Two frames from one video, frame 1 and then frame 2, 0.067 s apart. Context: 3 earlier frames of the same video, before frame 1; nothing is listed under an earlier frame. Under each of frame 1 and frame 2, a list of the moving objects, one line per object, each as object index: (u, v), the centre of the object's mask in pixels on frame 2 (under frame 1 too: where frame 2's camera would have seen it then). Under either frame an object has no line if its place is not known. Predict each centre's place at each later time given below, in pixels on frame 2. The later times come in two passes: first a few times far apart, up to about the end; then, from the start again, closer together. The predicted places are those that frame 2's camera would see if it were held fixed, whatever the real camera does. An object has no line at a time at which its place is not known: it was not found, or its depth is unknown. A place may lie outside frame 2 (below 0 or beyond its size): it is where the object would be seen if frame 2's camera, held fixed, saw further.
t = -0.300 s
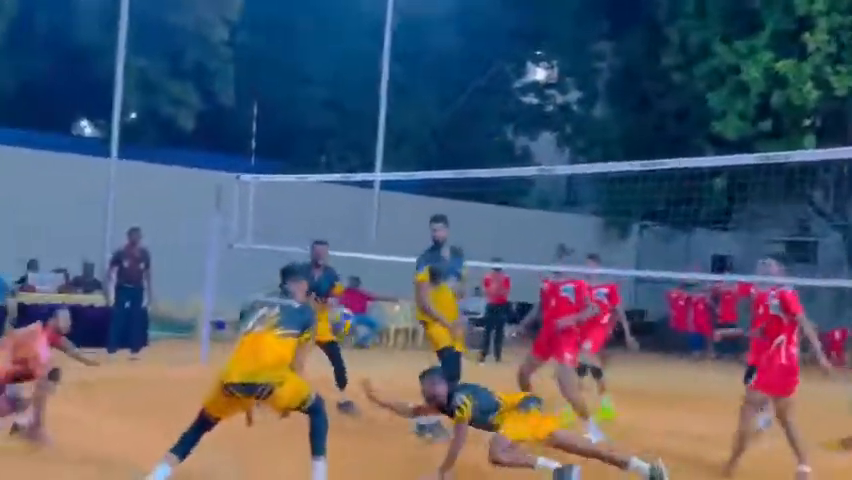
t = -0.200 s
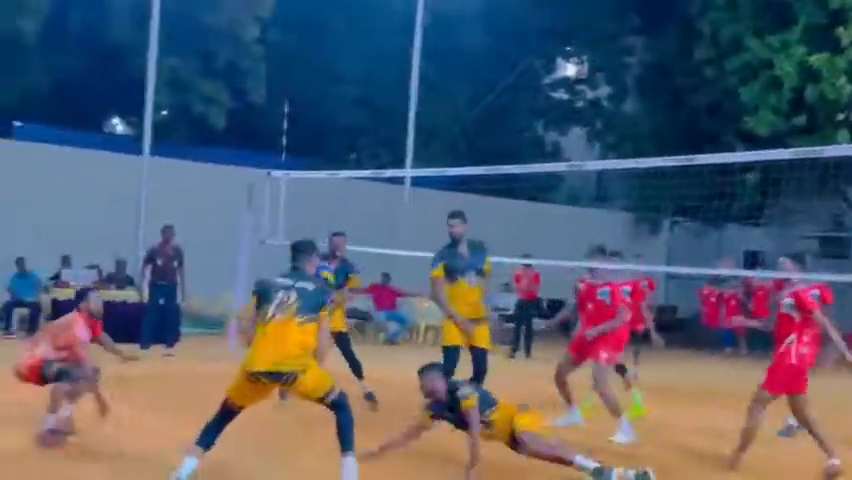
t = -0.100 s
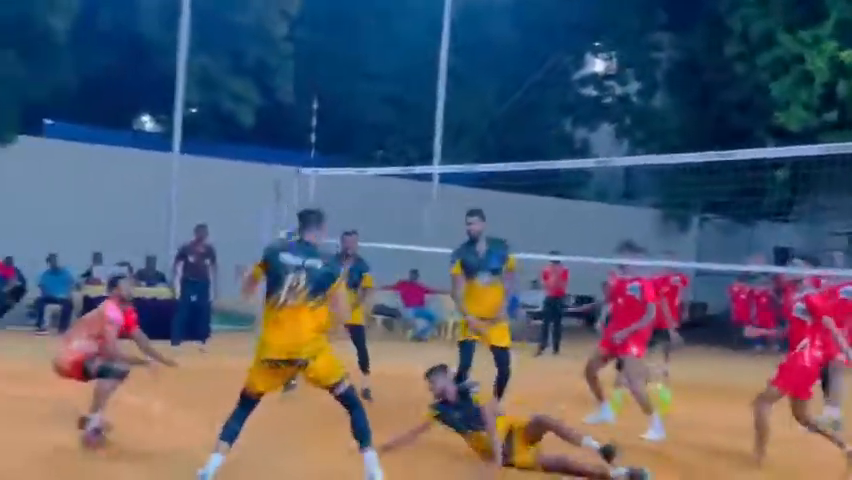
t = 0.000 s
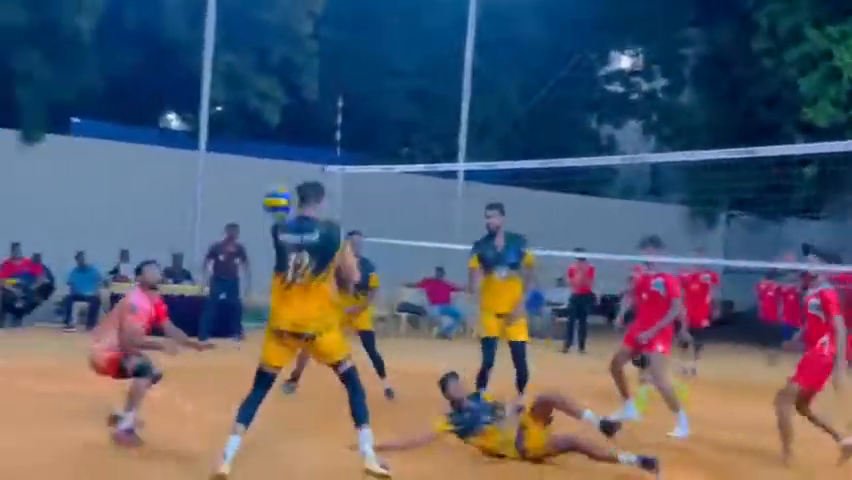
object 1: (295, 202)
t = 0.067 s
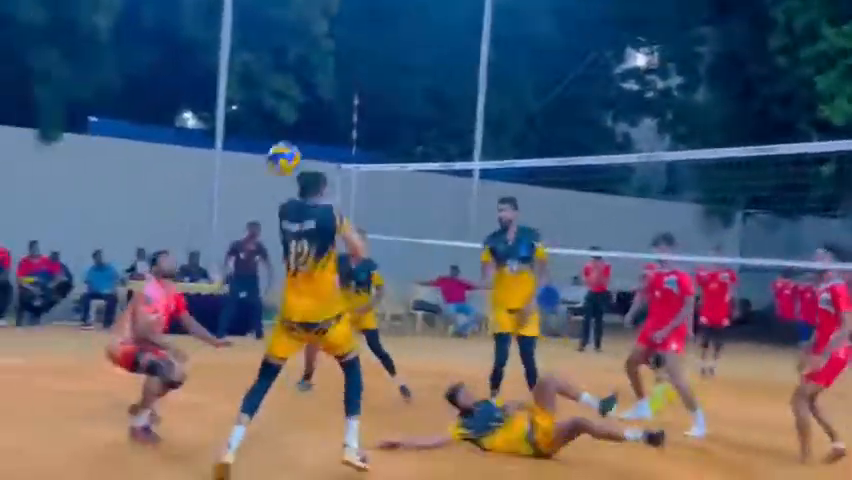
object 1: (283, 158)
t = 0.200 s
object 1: (261, 96)
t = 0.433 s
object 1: (211, 46)
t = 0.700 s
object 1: (138, 101)
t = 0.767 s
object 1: (116, 137)
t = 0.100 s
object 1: (277, 140)
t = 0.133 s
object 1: (272, 125)
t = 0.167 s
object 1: (267, 112)
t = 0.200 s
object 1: (261, 96)
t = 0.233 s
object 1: (254, 85)
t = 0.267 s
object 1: (249, 74)
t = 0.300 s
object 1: (243, 65)
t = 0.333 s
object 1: (235, 57)
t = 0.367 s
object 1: (227, 51)
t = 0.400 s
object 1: (220, 48)
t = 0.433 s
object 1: (211, 46)
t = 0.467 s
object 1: (204, 46)
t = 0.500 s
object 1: (195, 47)
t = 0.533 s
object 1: (187, 51)
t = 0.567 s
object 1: (178, 57)
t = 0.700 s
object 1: (138, 101)
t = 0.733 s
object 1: (126, 117)
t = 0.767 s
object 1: (116, 137)
